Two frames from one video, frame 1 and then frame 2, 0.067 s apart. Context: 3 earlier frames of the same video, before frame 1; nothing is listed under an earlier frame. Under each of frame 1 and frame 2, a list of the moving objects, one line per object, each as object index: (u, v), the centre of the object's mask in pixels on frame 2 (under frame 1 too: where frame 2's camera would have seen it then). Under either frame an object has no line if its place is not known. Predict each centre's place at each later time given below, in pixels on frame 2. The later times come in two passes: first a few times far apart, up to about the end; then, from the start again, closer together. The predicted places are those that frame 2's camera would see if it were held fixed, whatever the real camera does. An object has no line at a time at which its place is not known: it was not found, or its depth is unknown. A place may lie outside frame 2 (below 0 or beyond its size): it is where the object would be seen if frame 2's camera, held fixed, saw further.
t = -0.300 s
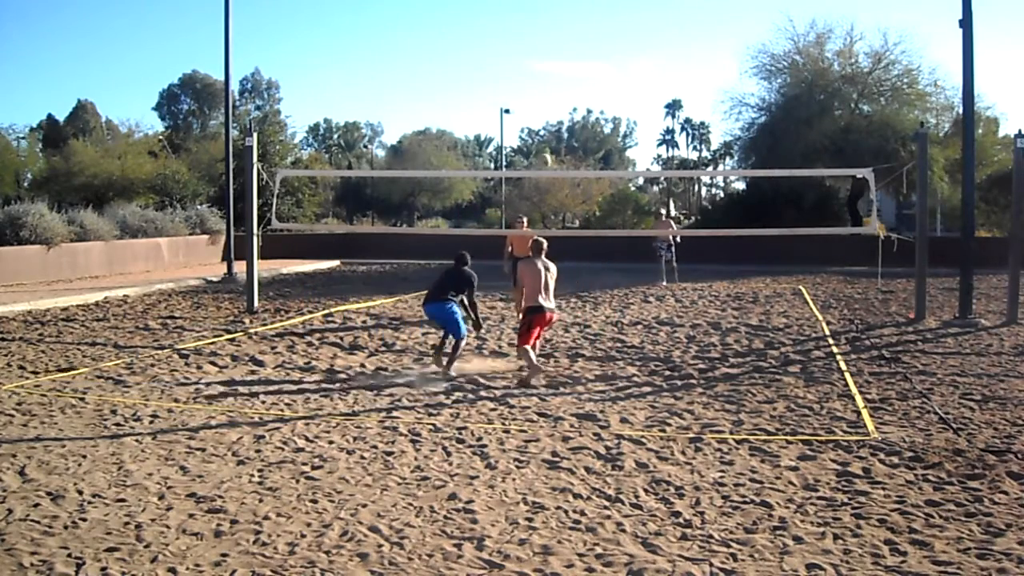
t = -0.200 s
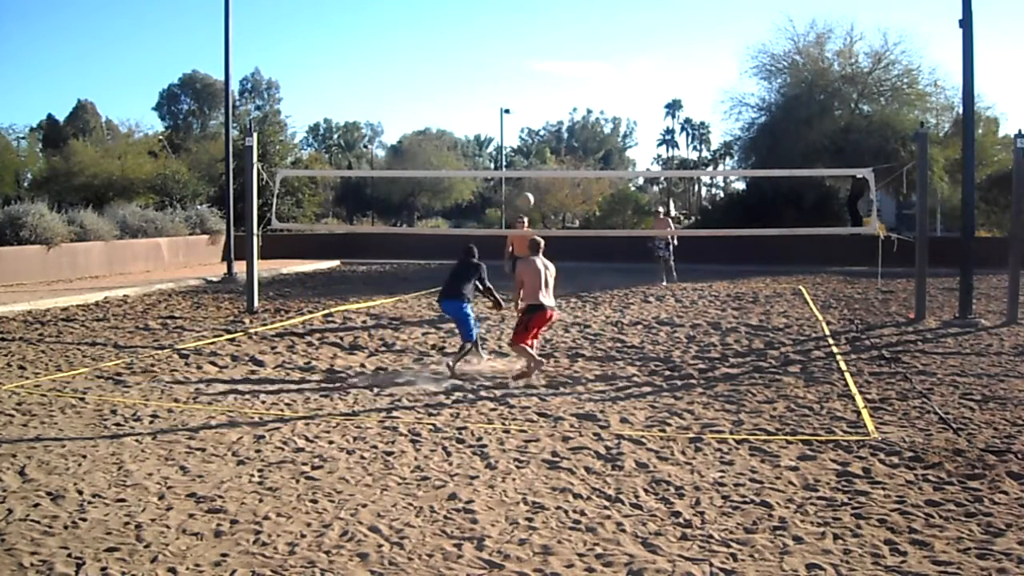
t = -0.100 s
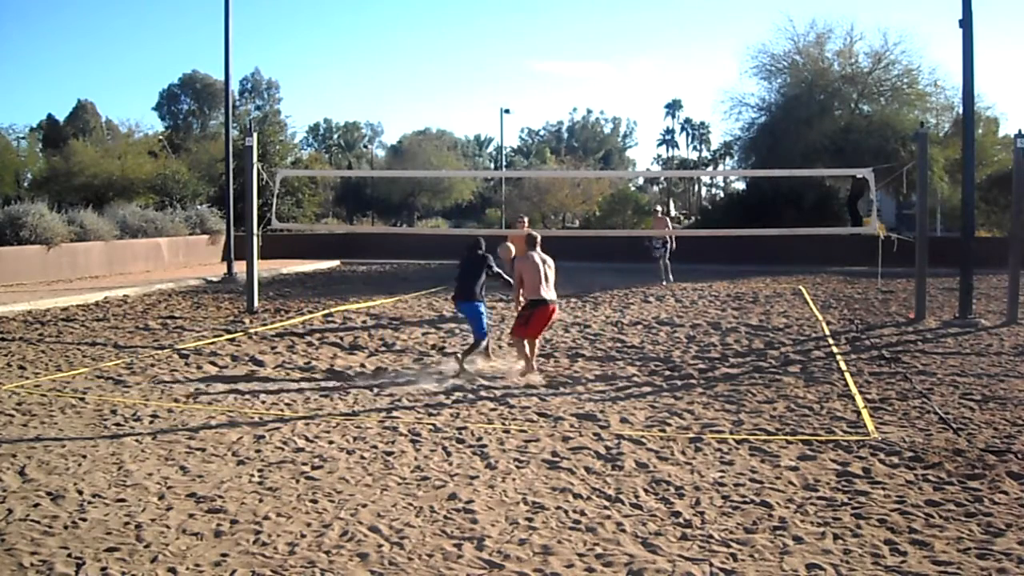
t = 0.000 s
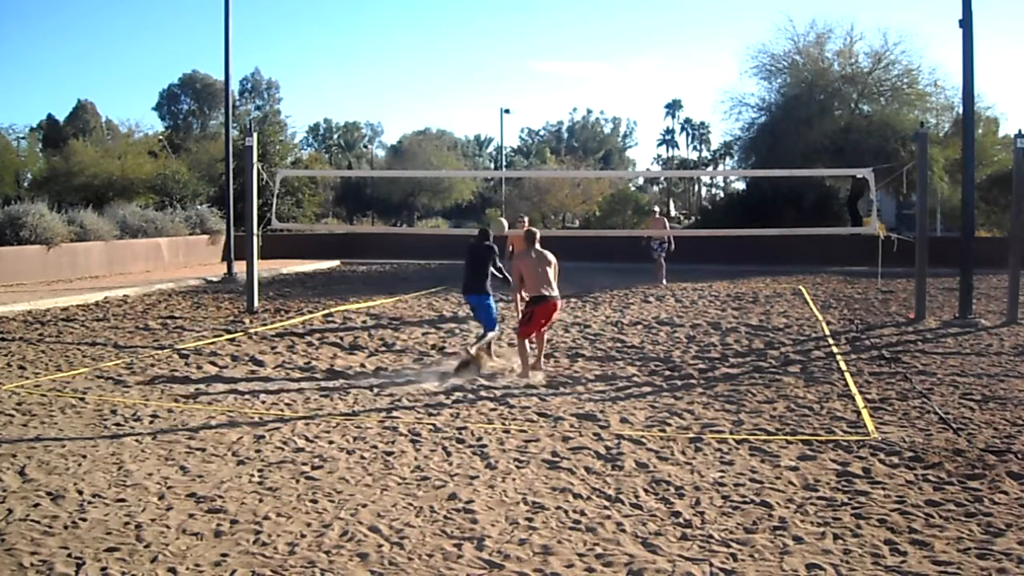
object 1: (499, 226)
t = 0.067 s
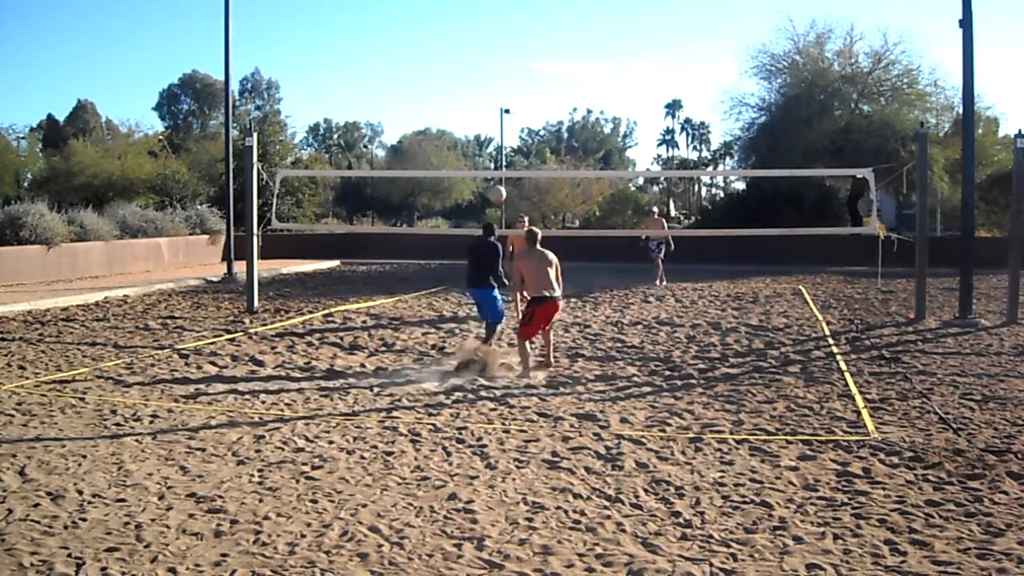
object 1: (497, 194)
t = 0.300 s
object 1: (488, 114)
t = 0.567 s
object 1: (480, 76)
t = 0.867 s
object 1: (470, 92)
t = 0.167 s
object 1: (493, 153)
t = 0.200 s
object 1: (491, 141)
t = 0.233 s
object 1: (490, 132)
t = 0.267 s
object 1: (489, 122)
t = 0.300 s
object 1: (488, 114)
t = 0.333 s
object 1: (487, 106)
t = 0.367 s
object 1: (486, 99)
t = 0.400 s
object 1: (485, 93)
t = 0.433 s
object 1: (484, 88)
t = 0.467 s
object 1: (483, 84)
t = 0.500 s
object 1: (482, 80)
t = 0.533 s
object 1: (481, 78)
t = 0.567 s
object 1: (480, 76)
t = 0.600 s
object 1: (479, 75)
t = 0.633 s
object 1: (478, 75)
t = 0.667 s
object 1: (477, 75)
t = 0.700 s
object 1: (475, 76)
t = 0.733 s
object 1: (475, 78)
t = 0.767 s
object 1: (473, 80)
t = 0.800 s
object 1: (472, 83)
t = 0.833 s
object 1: (471, 87)
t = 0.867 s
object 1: (470, 92)
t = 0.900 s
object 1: (469, 97)
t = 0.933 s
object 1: (468, 103)
